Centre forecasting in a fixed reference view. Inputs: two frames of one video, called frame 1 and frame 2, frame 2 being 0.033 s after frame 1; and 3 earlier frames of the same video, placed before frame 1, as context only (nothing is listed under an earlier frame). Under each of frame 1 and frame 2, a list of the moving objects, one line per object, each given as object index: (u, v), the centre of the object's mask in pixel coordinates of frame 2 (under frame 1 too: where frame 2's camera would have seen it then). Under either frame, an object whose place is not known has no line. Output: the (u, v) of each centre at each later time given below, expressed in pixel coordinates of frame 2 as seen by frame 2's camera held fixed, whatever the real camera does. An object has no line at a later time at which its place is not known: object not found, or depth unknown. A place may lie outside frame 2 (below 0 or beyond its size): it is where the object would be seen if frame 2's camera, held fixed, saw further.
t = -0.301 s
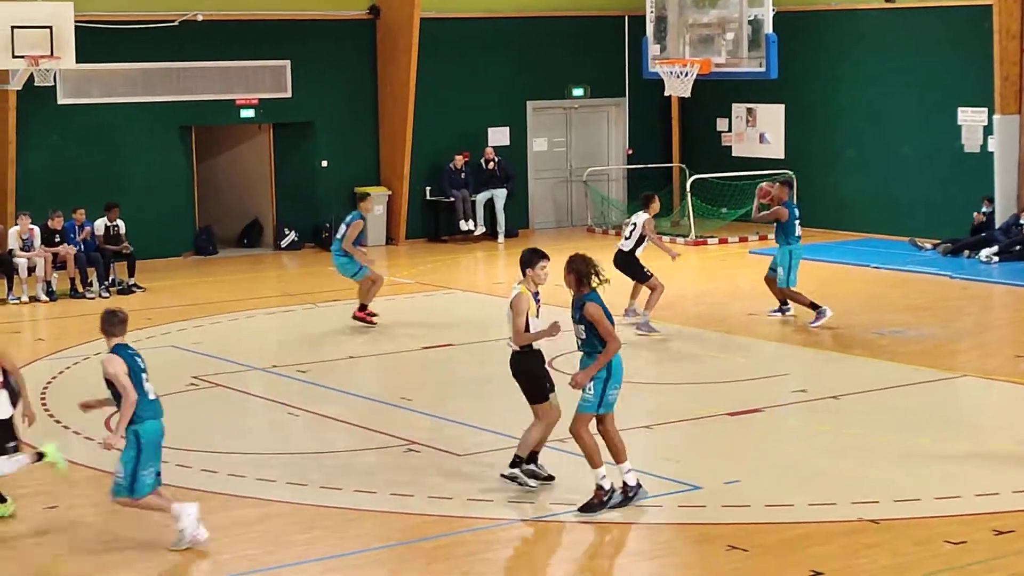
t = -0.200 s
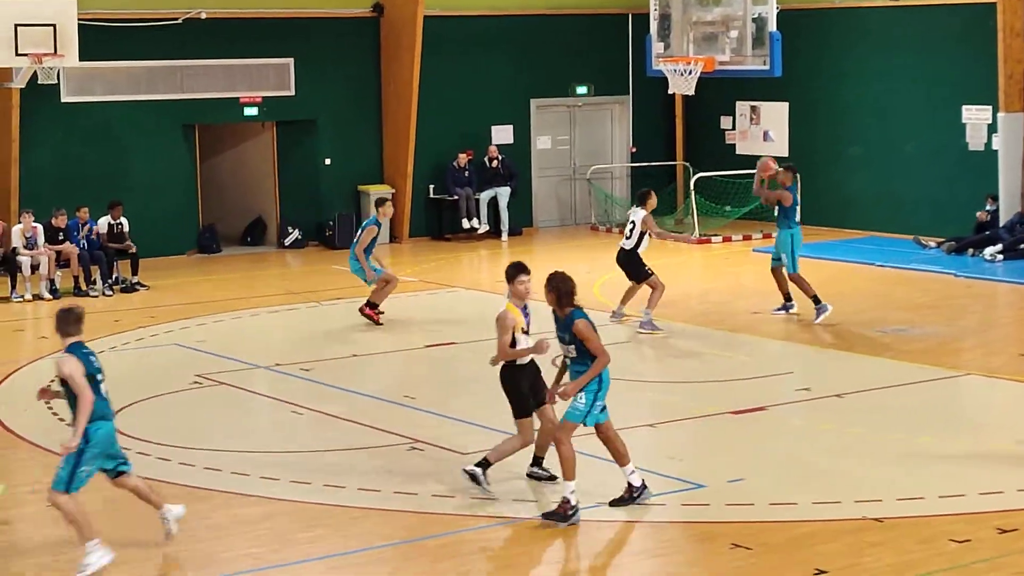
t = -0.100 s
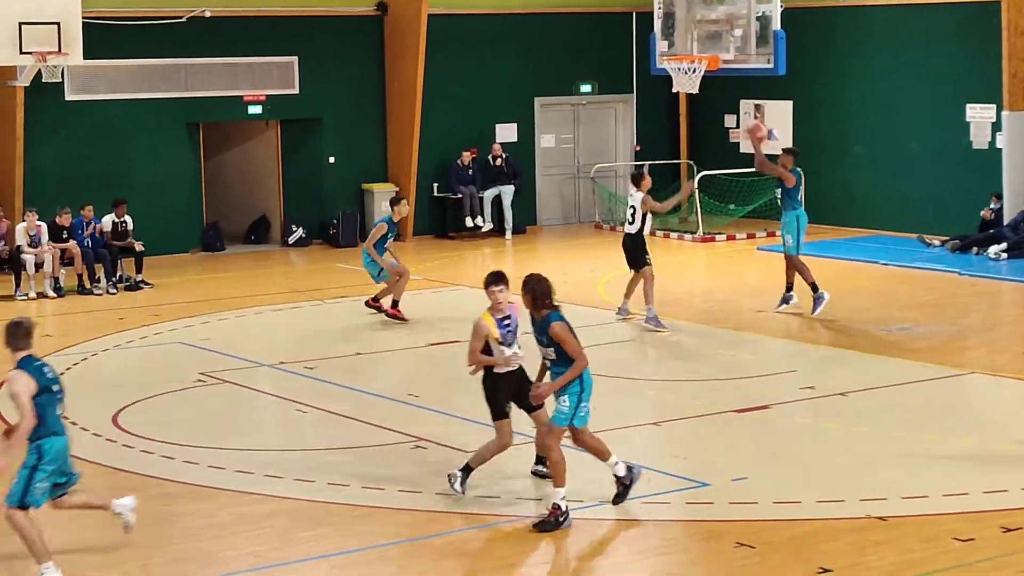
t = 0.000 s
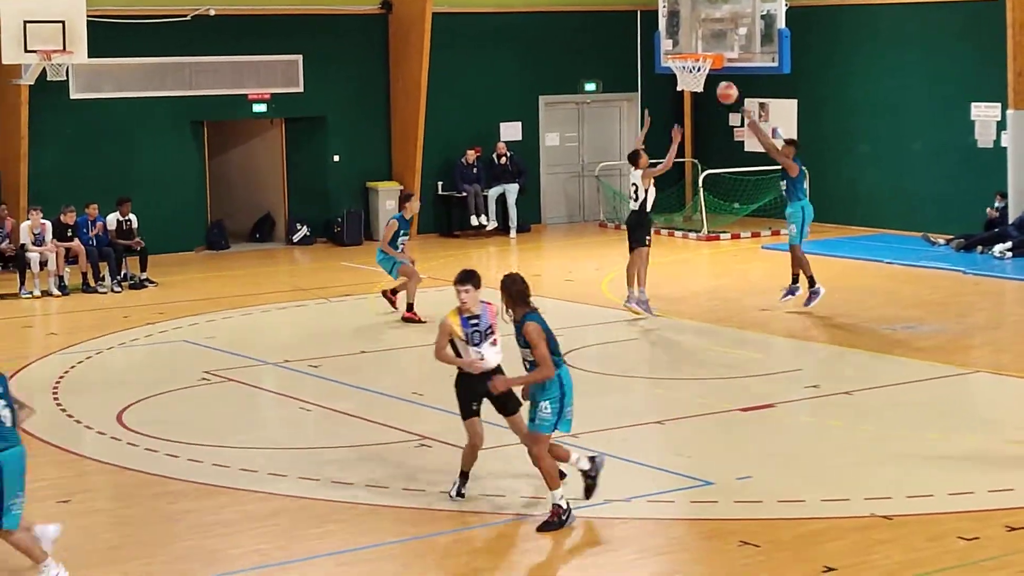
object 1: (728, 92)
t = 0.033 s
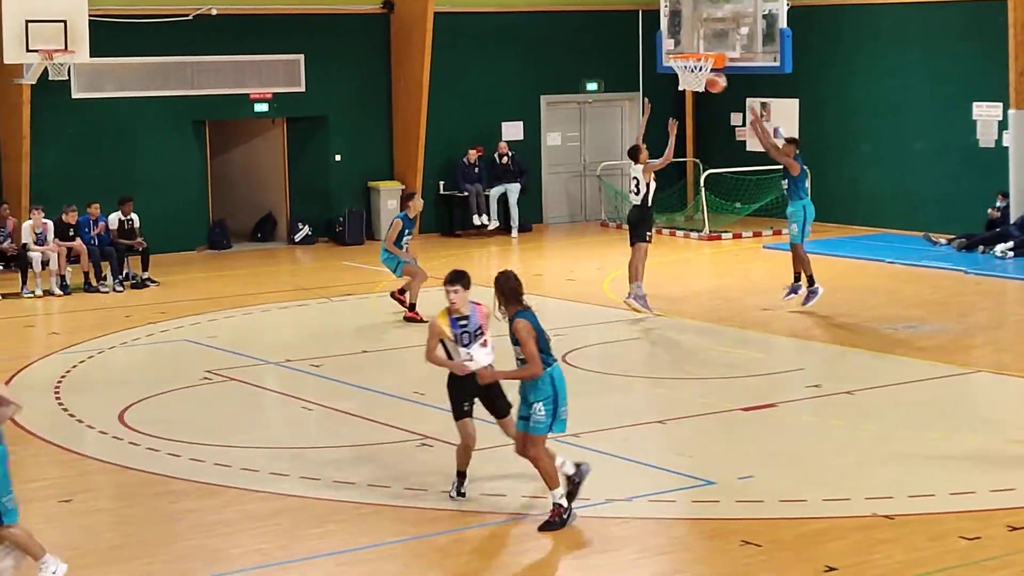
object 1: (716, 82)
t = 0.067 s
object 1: (710, 78)
